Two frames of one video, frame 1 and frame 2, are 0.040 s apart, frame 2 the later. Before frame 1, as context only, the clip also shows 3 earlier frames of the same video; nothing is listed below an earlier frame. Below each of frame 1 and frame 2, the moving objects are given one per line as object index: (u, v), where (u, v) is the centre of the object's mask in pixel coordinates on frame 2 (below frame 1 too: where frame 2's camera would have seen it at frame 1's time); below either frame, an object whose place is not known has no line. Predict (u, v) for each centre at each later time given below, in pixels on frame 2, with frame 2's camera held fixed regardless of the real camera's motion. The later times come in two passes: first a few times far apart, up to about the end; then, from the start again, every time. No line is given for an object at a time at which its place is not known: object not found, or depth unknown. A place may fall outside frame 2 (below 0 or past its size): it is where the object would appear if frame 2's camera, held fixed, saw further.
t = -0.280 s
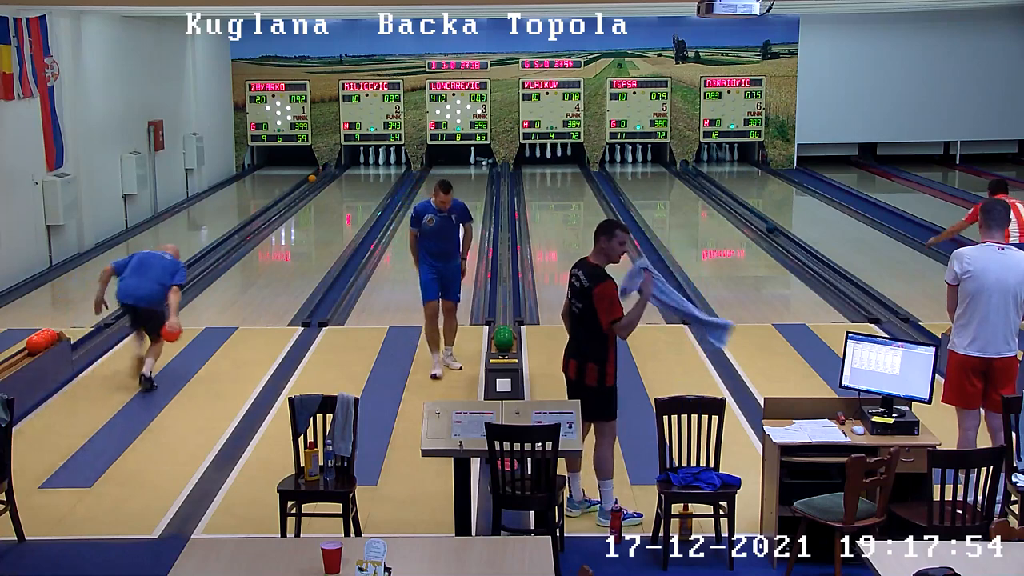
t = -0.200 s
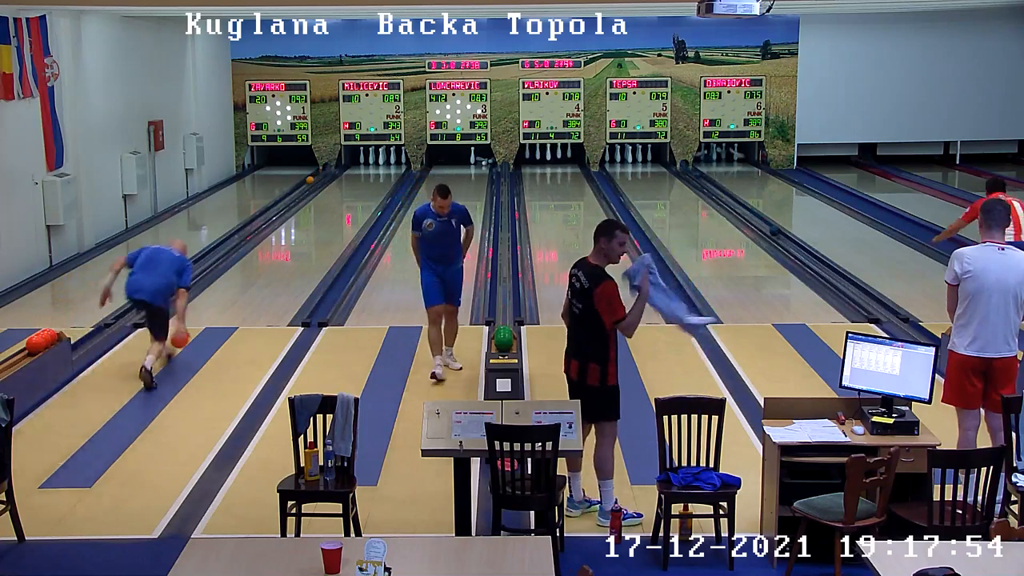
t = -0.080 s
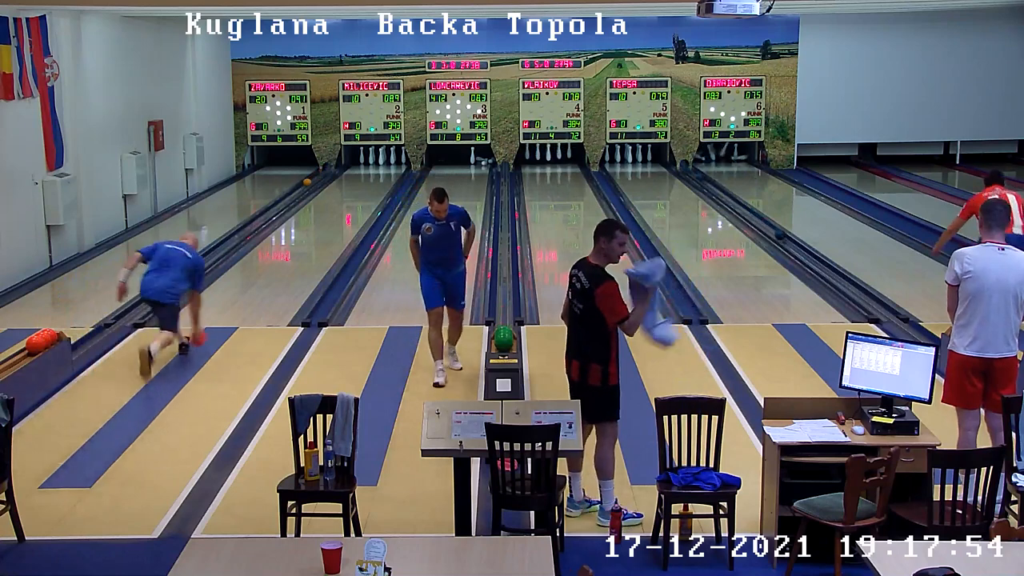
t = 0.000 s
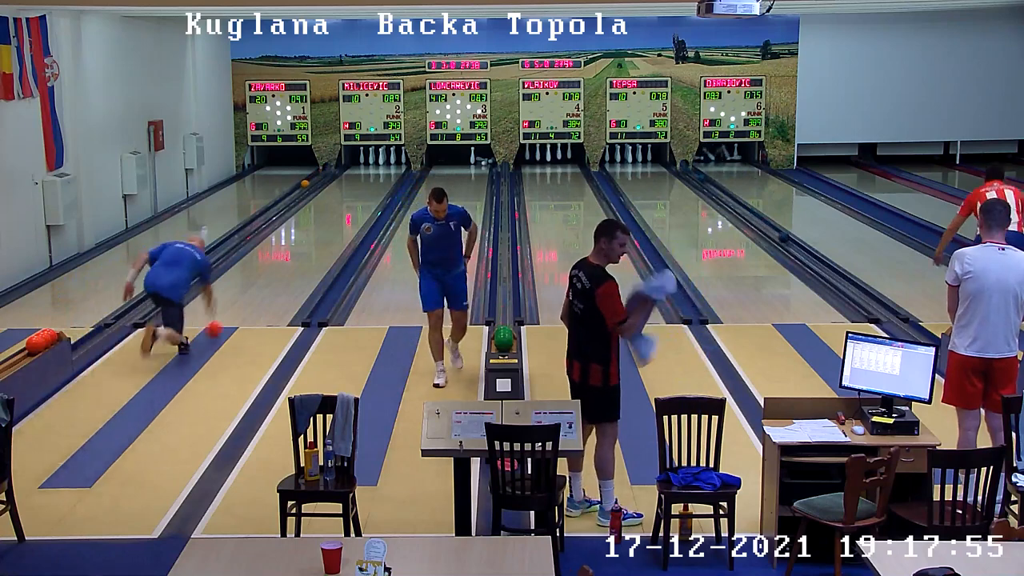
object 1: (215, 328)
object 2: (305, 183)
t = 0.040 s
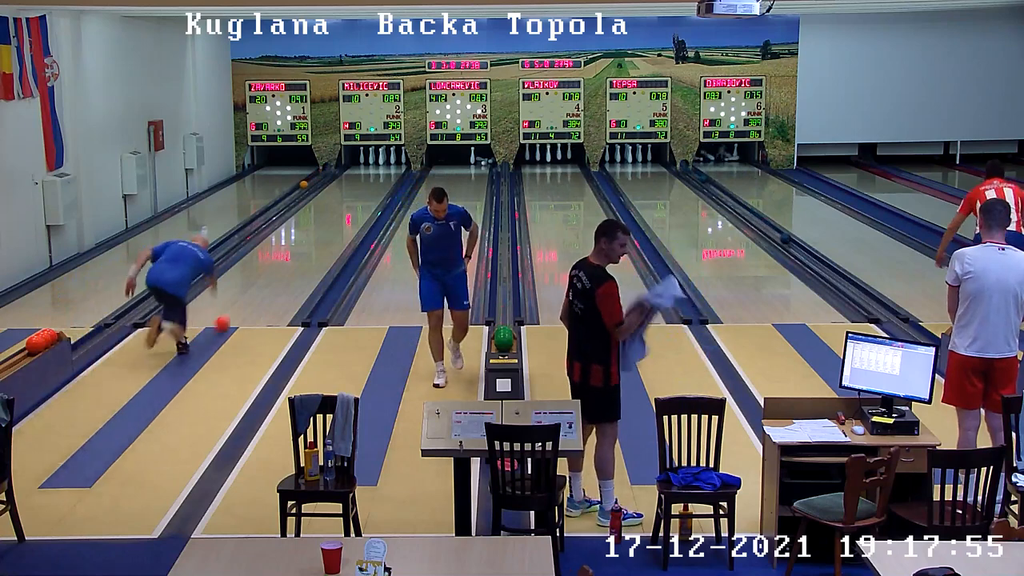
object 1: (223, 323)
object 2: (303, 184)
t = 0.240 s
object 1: (255, 291)
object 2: (298, 188)
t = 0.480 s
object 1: (284, 262)
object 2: (291, 193)
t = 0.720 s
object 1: (307, 237)
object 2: (284, 198)
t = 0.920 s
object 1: (323, 222)
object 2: (277, 203)
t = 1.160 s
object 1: (338, 206)
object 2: (269, 209)
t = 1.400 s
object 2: (260, 216)
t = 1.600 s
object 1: (360, 183)
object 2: (253, 222)
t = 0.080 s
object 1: (230, 316)
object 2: (302, 184)
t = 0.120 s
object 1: (237, 309)
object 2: (301, 185)
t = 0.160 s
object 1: (247, 301)
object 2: (300, 186)
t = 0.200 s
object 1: (250, 295)
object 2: (299, 187)
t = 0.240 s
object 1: (255, 291)
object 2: (298, 188)
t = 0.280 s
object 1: (261, 285)
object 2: (297, 189)
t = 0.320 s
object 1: (266, 280)
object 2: (296, 190)
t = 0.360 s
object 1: (271, 275)
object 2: (295, 191)
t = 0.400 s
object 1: (275, 270)
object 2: (294, 192)
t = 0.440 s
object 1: (280, 266)
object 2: (292, 192)
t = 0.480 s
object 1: (284, 262)
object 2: (291, 193)
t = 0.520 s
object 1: (288, 257)
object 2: (290, 194)
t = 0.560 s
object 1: (292, 253)
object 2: (289, 195)
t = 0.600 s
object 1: (297, 249)
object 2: (288, 196)
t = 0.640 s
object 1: (300, 245)
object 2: (286, 197)
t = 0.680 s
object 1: (304, 241)
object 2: (285, 198)
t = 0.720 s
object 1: (307, 237)
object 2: (284, 198)
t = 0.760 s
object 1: (311, 234)
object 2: (283, 200)
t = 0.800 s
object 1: (314, 231)
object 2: (281, 200)
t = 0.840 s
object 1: (317, 227)
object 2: (280, 201)
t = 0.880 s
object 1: (320, 225)
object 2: (278, 202)
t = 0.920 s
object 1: (323, 222)
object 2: (277, 203)
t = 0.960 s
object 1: (326, 219)
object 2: (276, 204)
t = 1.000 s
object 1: (328, 216)
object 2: (275, 205)
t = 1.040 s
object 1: (331, 214)
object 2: (273, 206)
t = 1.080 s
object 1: (333, 211)
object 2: (272, 207)
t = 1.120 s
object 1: (336, 208)
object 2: (270, 208)
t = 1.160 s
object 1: (338, 206)
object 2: (269, 209)
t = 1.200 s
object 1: (341, 203)
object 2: (268, 210)
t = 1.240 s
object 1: (343, 201)
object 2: (267, 211)
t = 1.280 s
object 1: (345, 199)
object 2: (265, 212)
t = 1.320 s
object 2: (263, 214)
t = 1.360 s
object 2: (262, 215)
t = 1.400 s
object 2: (260, 216)
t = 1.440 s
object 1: (353, 191)
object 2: (259, 217)
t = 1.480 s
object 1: (355, 189)
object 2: (258, 218)
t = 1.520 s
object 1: (356, 187)
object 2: (256, 219)
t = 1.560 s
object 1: (358, 185)
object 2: (254, 220)
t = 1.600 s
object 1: (360, 183)
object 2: (253, 222)
